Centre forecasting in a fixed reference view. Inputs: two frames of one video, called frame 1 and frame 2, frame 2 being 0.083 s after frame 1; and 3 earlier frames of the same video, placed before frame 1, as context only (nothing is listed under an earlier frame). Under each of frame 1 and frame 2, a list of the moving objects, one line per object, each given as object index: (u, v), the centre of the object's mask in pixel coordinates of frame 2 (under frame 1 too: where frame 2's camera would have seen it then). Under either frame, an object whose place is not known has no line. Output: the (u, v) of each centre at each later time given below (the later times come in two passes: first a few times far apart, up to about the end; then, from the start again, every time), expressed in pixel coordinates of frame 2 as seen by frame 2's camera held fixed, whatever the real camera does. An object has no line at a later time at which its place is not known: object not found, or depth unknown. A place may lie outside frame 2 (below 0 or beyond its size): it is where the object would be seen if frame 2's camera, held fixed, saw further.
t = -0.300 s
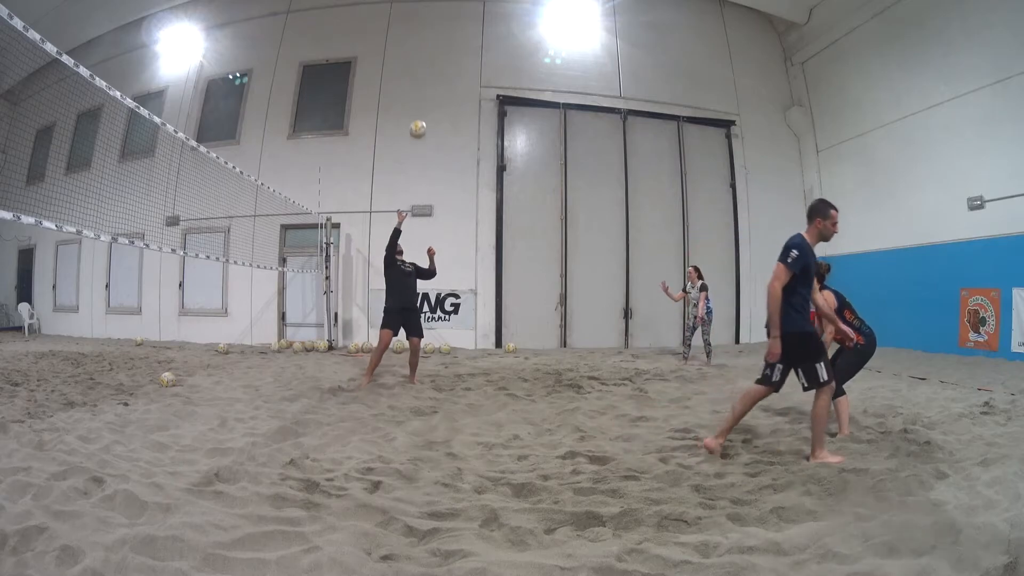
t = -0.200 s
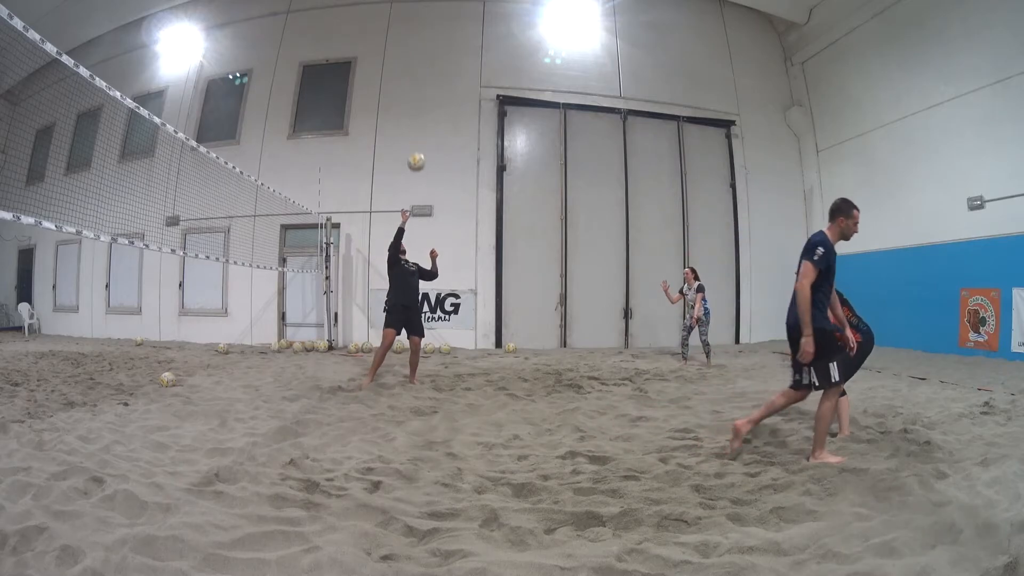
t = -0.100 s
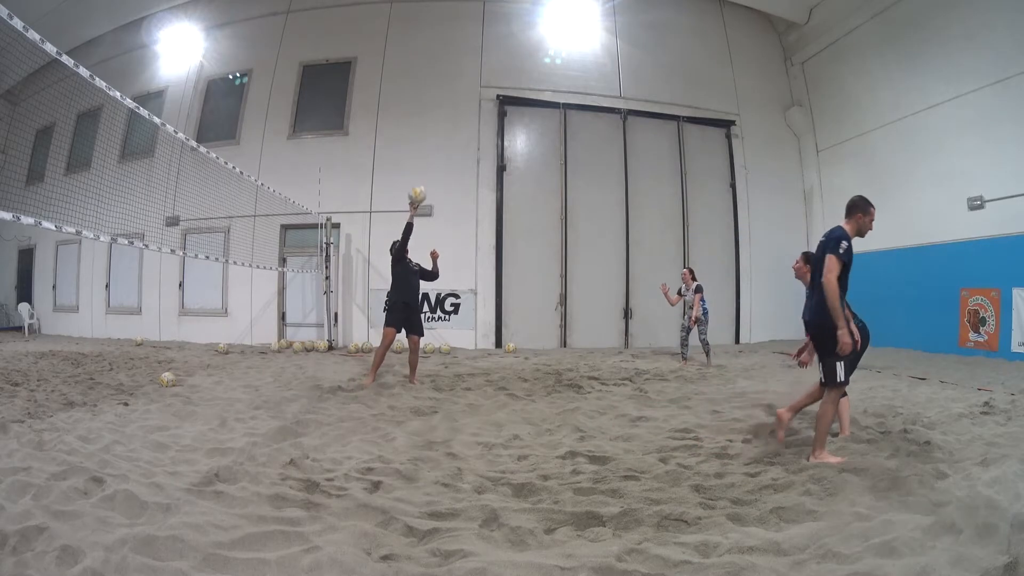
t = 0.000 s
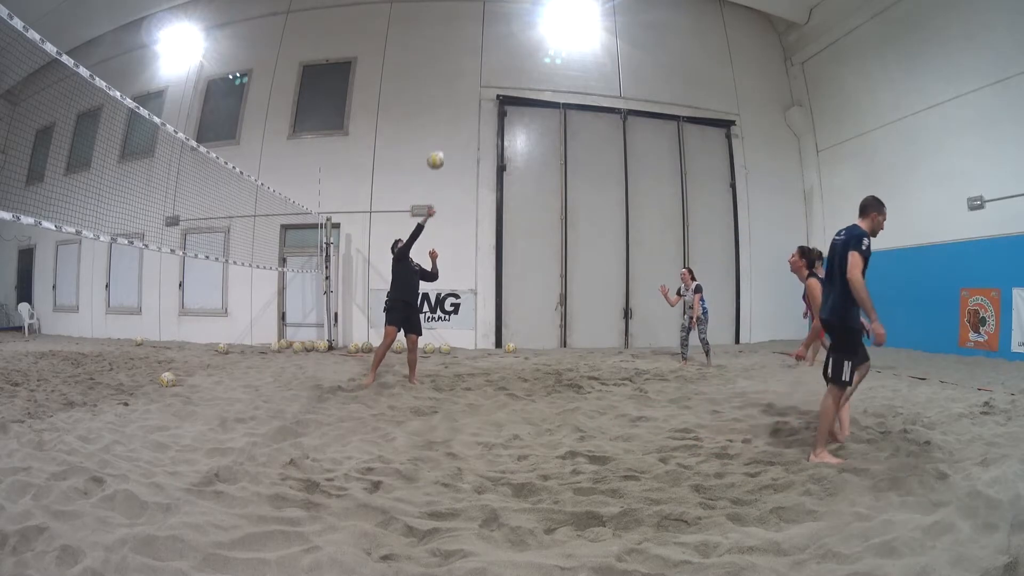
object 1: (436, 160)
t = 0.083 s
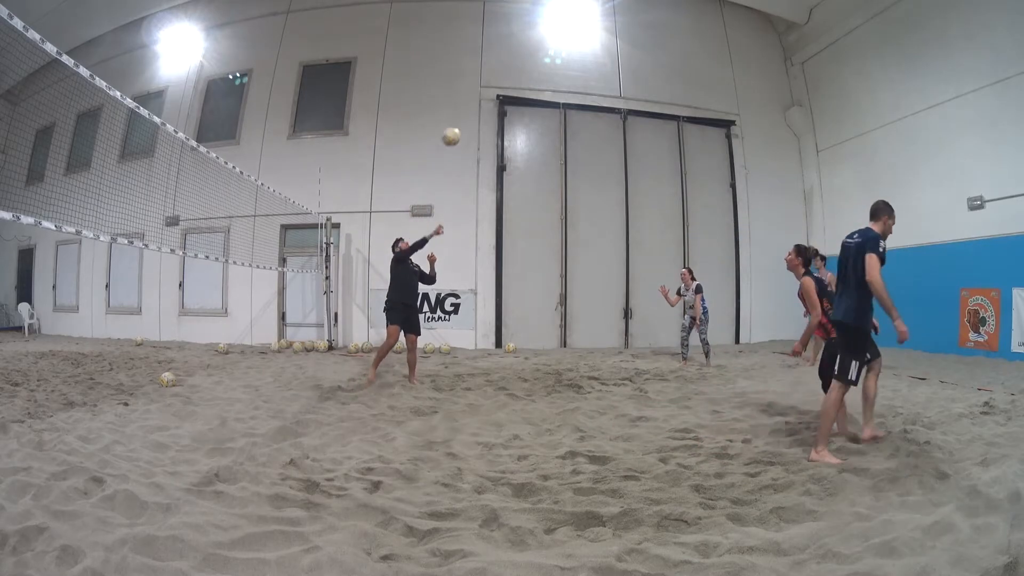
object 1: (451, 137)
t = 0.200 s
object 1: (472, 113)
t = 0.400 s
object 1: (510, 97)
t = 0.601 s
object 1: (550, 113)
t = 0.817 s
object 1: (598, 177)
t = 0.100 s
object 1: (454, 133)
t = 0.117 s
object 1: (458, 129)
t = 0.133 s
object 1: (461, 125)
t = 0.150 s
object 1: (464, 122)
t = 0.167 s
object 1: (467, 119)
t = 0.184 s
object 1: (470, 116)
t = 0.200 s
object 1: (472, 113)
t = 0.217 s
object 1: (476, 111)
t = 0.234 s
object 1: (479, 108)
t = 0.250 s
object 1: (482, 106)
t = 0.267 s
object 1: (485, 104)
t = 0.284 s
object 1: (488, 102)
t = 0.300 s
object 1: (492, 101)
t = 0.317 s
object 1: (495, 100)
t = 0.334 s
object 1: (498, 99)
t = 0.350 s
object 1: (501, 98)
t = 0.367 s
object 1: (504, 97)
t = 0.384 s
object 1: (507, 97)
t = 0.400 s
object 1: (510, 97)
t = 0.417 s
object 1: (513, 97)
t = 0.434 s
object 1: (517, 97)
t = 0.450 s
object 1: (520, 98)
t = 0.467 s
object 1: (523, 98)
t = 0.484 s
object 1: (526, 99)
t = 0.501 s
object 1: (529, 100)
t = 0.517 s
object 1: (533, 101)
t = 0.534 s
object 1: (536, 103)
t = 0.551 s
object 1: (540, 105)
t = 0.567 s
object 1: (543, 107)
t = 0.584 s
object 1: (547, 109)
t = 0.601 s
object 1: (550, 113)
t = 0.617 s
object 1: (554, 116)
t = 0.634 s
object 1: (557, 120)
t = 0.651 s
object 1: (561, 123)
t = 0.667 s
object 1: (564, 126)
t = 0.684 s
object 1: (568, 130)
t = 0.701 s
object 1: (572, 135)
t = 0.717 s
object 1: (575, 140)
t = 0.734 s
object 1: (579, 146)
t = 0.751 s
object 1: (582, 151)
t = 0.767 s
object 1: (586, 157)
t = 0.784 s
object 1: (590, 163)
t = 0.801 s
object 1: (594, 170)
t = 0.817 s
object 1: (598, 177)
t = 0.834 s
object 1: (601, 184)
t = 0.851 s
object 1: (605, 192)
